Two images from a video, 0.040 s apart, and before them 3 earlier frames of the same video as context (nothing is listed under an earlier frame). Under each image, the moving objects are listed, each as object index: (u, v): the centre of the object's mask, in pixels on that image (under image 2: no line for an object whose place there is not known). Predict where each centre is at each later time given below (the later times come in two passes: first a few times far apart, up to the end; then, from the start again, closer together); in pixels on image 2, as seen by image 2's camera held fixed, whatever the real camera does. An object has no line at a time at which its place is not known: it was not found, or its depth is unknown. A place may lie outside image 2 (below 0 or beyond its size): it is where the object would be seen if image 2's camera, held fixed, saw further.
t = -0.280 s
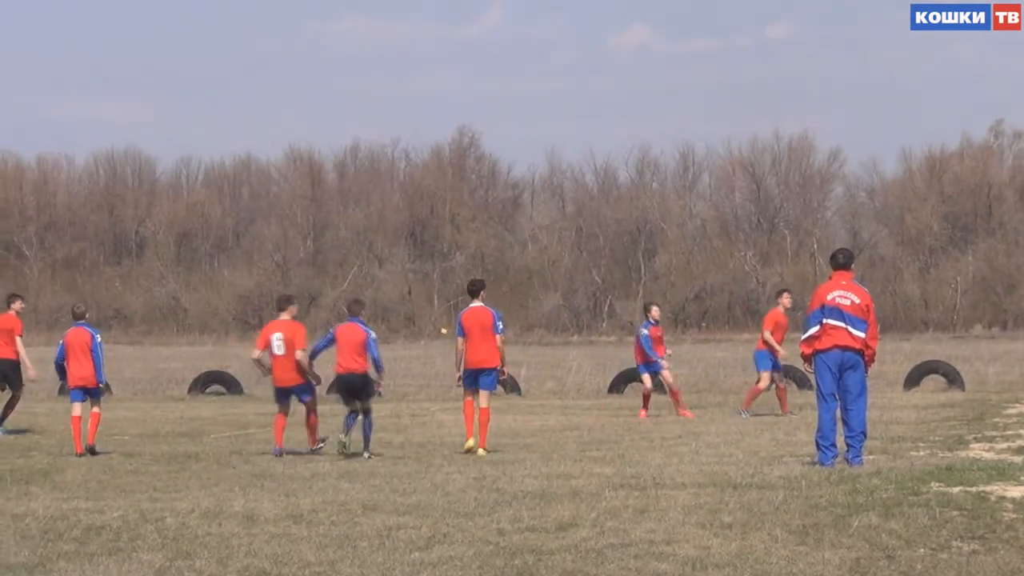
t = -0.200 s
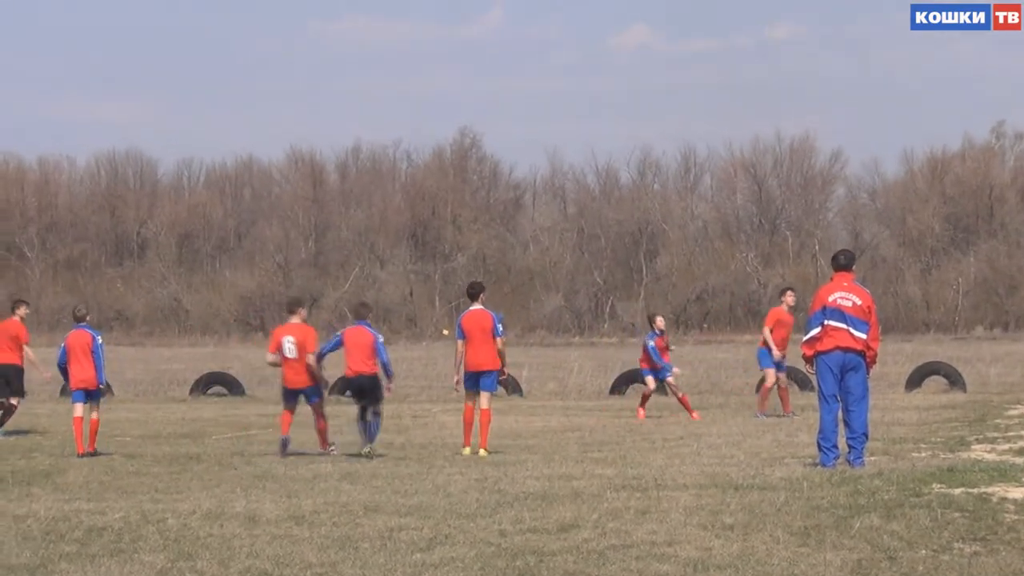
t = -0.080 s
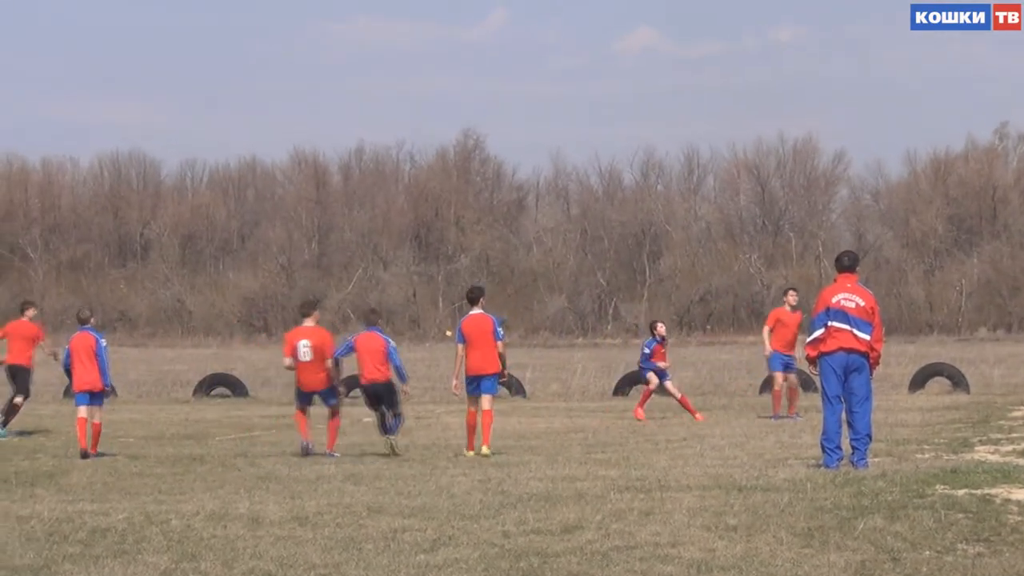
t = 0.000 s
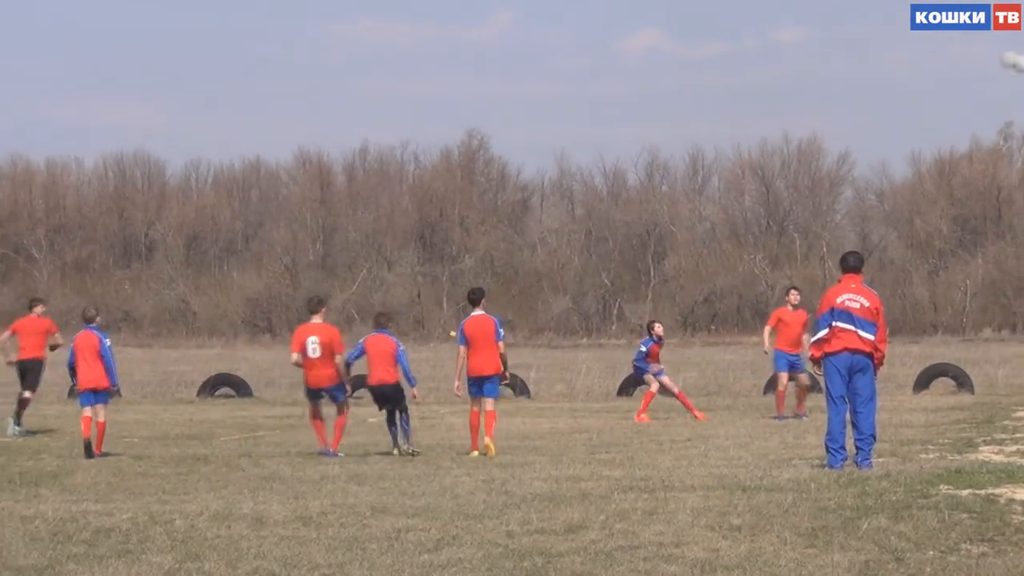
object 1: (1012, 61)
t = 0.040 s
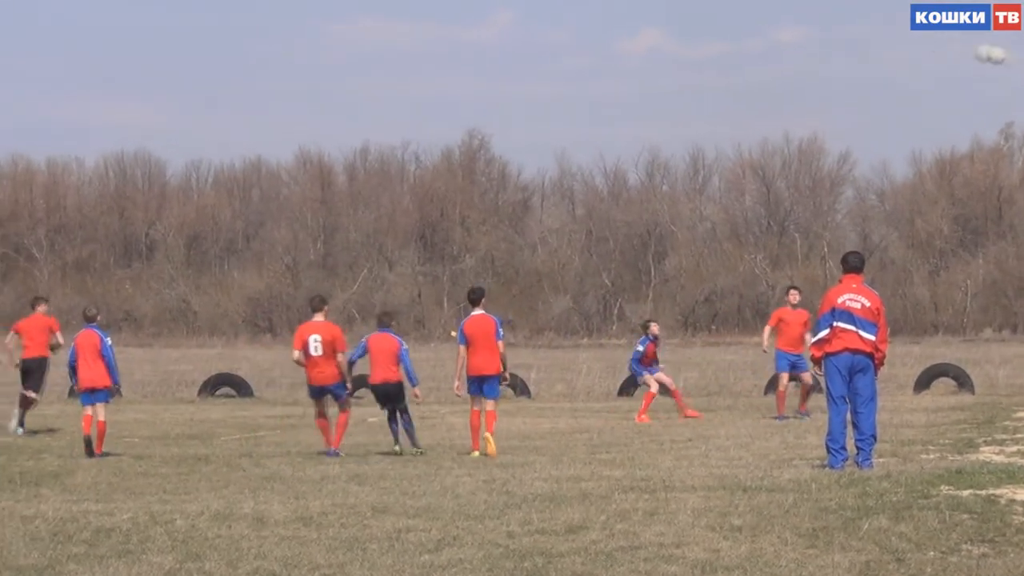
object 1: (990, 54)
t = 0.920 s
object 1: (517, 175)
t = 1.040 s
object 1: (464, 228)
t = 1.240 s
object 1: (380, 332)
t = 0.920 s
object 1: (517, 175)
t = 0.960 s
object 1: (498, 191)
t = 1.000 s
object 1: (481, 208)
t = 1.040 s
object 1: (464, 228)
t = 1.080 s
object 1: (447, 247)
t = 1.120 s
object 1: (430, 266)
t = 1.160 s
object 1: (413, 288)
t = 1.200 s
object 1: (397, 309)
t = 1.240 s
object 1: (380, 332)
